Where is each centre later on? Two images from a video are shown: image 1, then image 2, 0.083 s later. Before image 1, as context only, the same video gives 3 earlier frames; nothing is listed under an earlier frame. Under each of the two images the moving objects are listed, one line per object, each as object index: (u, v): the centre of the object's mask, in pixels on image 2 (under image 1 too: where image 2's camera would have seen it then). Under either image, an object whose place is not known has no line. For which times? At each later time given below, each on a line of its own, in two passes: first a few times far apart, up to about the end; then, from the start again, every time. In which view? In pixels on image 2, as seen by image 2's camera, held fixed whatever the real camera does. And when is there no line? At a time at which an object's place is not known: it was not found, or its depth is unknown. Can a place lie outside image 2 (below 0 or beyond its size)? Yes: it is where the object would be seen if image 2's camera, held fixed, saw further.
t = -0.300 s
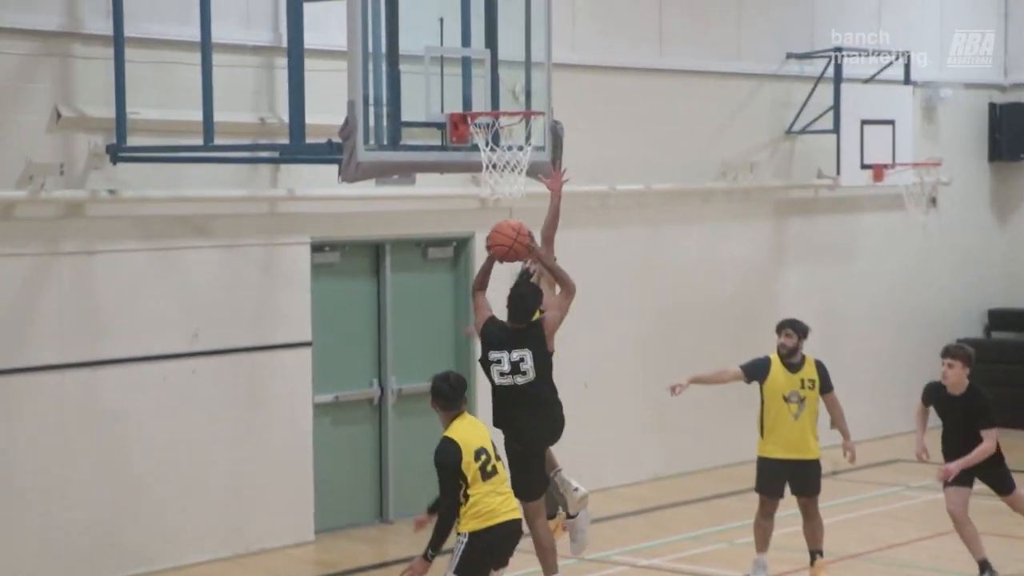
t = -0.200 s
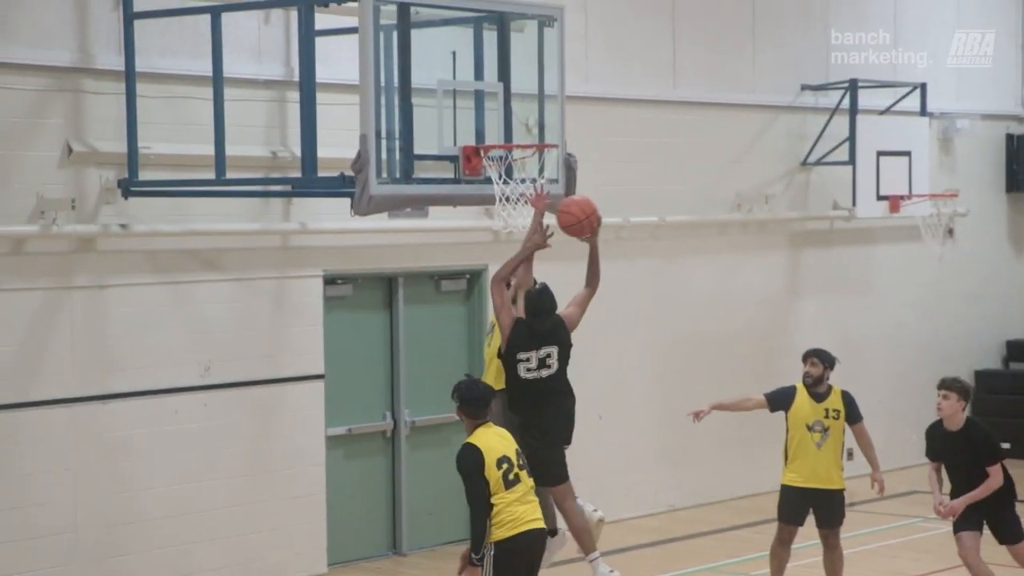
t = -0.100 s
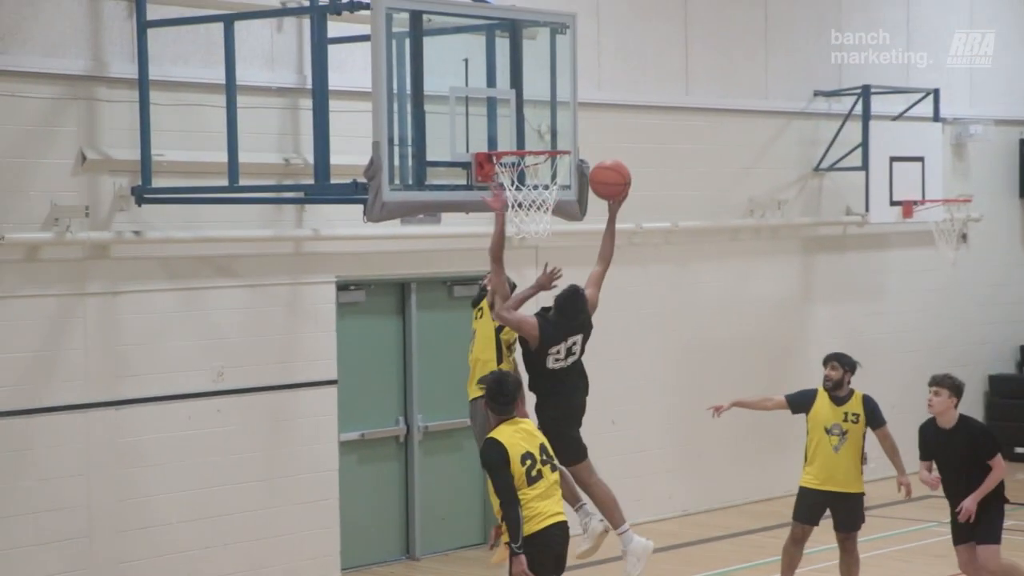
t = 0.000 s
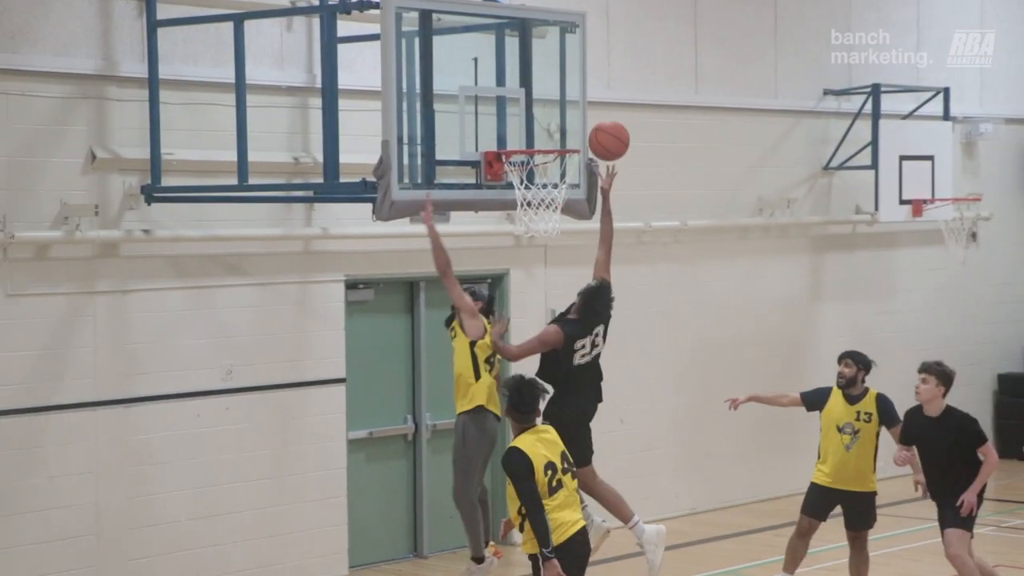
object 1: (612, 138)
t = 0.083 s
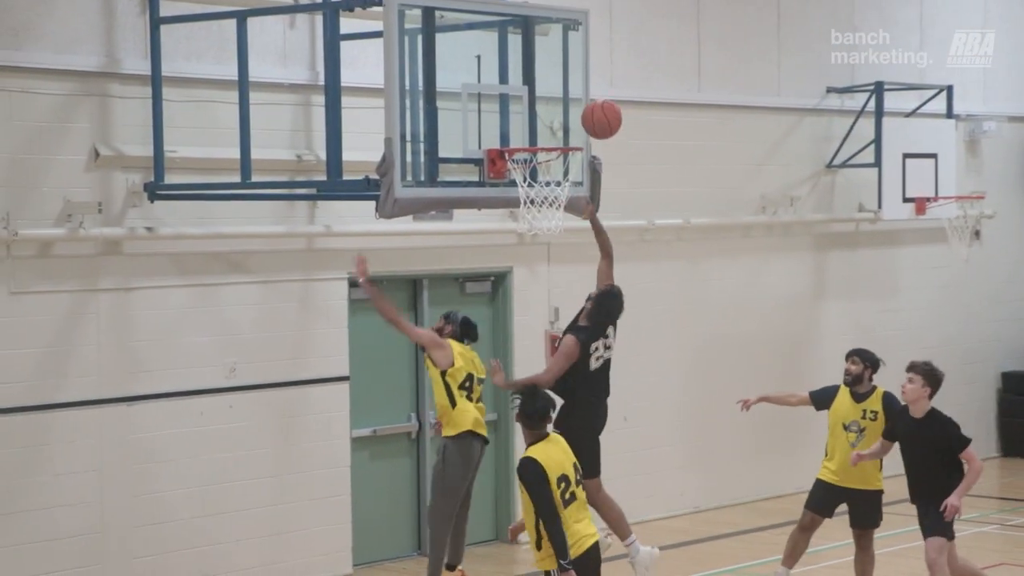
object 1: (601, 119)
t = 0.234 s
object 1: (583, 113)
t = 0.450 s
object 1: (558, 132)
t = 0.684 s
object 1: (518, 129)
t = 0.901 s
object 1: (528, 136)
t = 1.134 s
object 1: (543, 206)
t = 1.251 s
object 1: (551, 255)
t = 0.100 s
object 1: (599, 117)
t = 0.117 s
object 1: (597, 115)
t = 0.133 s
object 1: (595, 113)
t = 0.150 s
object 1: (593, 112)
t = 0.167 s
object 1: (591, 111)
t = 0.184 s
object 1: (589, 111)
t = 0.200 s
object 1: (587, 111)
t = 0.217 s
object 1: (585, 112)
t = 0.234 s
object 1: (583, 113)
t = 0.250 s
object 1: (582, 115)
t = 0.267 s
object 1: (580, 117)
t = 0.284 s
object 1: (578, 119)
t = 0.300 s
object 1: (576, 122)
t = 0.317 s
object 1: (574, 126)
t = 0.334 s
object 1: (572, 129)
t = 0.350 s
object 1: (570, 130)
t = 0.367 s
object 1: (569, 130)
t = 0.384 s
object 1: (567, 131)
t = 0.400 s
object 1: (565, 132)
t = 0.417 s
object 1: (563, 132)
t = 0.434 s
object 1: (561, 132)
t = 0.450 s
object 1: (558, 132)
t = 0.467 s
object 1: (555, 131)
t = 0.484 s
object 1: (553, 132)
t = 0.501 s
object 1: (550, 132)
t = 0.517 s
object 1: (547, 130)
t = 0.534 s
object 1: (544, 130)
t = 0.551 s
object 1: (541, 130)
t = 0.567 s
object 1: (539, 130)
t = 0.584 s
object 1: (536, 130)
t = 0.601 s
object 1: (533, 130)
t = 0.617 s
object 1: (530, 129)
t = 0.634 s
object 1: (527, 128)
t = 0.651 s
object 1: (524, 128)
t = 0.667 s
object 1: (522, 129)
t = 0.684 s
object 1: (518, 129)
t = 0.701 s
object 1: (515, 128)
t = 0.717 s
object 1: (515, 128)
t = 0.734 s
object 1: (516, 127)
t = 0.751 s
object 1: (517, 127)
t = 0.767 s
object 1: (518, 127)
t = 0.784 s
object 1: (519, 127)
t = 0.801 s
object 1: (521, 128)
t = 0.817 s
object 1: (522, 129)
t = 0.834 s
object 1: (523, 130)
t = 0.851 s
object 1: (524, 131)
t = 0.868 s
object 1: (525, 133)
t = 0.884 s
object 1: (526, 135)
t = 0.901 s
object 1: (528, 136)
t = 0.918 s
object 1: (528, 139)
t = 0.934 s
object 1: (529, 140)
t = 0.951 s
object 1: (531, 146)
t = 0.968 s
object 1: (532, 150)
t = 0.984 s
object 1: (533, 155)
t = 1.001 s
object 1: (534, 159)
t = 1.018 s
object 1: (535, 164)
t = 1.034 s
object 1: (536, 170)
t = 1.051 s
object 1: (537, 175)
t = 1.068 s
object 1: (538, 182)
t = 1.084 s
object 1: (540, 189)
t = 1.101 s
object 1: (540, 195)
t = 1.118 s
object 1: (541, 201)
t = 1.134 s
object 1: (543, 206)
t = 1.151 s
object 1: (544, 211)
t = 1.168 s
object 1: (546, 218)
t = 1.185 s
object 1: (546, 228)
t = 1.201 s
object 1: (548, 232)
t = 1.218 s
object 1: (549, 239)
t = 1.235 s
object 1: (550, 247)
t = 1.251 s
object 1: (551, 255)
